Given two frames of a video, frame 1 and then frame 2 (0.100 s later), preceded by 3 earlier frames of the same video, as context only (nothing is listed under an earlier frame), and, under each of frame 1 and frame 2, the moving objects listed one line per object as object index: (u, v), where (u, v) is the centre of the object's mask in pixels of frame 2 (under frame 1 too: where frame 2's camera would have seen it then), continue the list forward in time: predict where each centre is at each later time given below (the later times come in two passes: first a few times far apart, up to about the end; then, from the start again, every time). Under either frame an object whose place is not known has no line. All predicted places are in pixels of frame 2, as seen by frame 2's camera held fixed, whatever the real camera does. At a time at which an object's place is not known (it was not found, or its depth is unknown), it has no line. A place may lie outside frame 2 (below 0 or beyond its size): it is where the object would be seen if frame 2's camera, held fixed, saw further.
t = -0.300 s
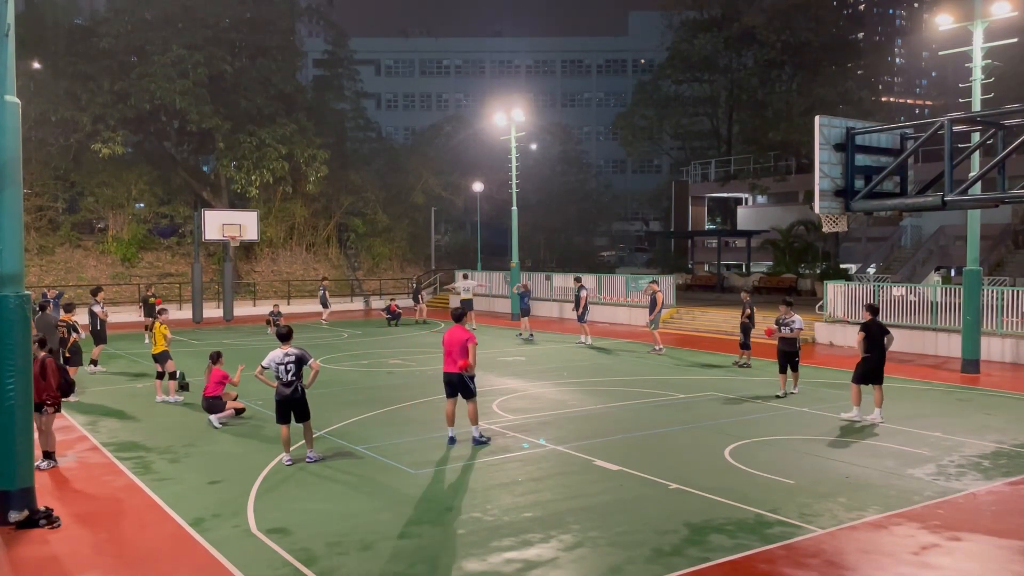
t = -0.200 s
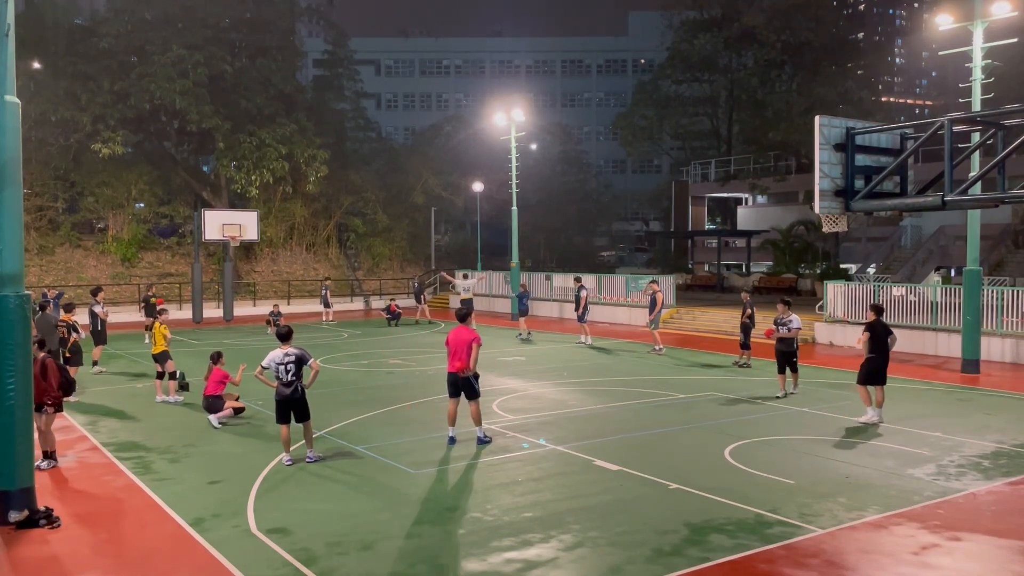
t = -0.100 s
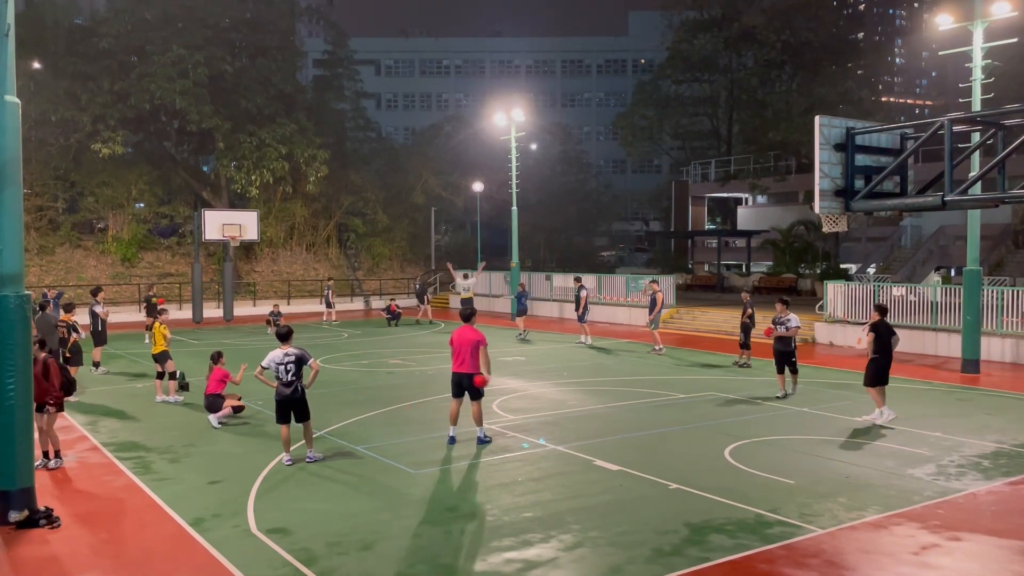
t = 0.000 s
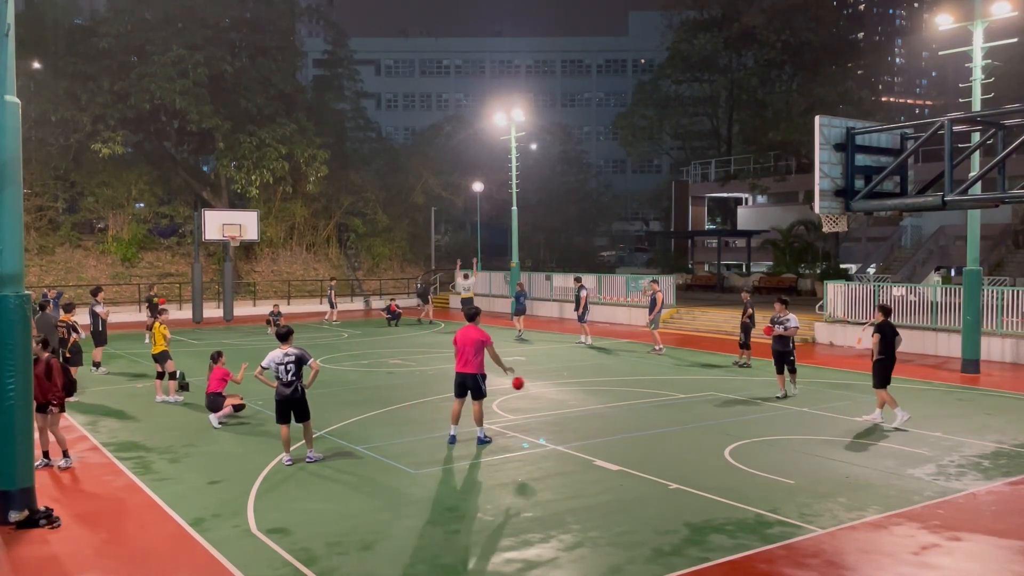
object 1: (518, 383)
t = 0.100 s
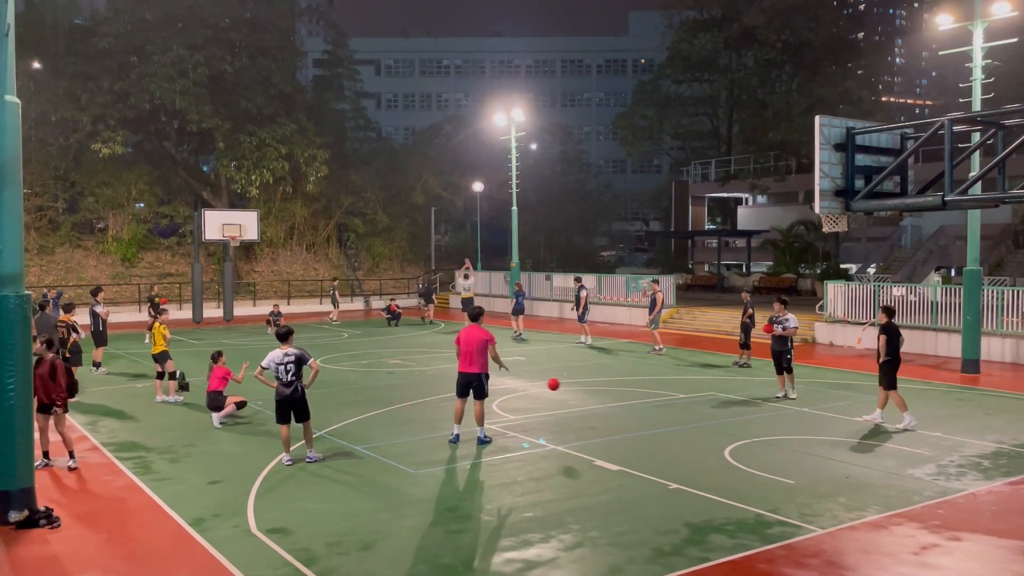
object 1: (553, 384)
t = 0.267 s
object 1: (606, 400)
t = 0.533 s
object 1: (656, 393)
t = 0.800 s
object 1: (690, 397)
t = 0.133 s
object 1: (565, 386)
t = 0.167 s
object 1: (575, 388)
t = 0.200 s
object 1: (586, 391)
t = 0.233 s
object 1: (596, 395)
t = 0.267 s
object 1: (606, 400)
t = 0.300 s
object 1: (616, 404)
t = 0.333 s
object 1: (625, 411)
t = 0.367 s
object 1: (633, 414)
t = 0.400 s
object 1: (638, 408)
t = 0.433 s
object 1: (643, 403)
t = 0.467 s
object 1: (647, 399)
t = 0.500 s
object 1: (652, 396)
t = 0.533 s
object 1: (656, 393)
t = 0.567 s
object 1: (661, 391)
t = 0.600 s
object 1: (665, 389)
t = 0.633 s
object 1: (669, 389)
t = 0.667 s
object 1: (674, 389)
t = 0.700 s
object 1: (678, 390)
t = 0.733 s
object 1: (682, 392)
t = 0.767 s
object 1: (686, 394)
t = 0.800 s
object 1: (690, 397)
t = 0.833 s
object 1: (694, 400)
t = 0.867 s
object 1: (698, 405)
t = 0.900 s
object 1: (702, 404)
